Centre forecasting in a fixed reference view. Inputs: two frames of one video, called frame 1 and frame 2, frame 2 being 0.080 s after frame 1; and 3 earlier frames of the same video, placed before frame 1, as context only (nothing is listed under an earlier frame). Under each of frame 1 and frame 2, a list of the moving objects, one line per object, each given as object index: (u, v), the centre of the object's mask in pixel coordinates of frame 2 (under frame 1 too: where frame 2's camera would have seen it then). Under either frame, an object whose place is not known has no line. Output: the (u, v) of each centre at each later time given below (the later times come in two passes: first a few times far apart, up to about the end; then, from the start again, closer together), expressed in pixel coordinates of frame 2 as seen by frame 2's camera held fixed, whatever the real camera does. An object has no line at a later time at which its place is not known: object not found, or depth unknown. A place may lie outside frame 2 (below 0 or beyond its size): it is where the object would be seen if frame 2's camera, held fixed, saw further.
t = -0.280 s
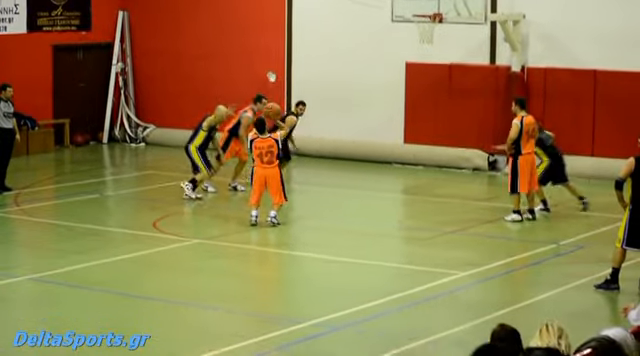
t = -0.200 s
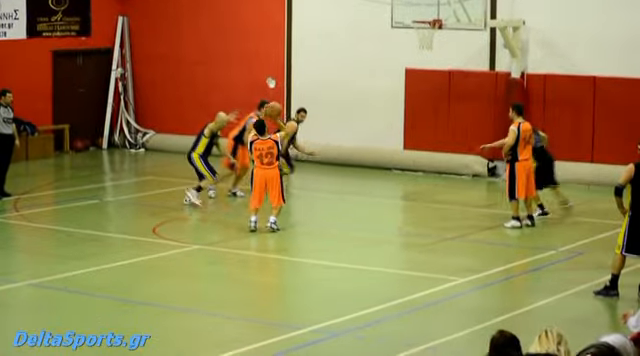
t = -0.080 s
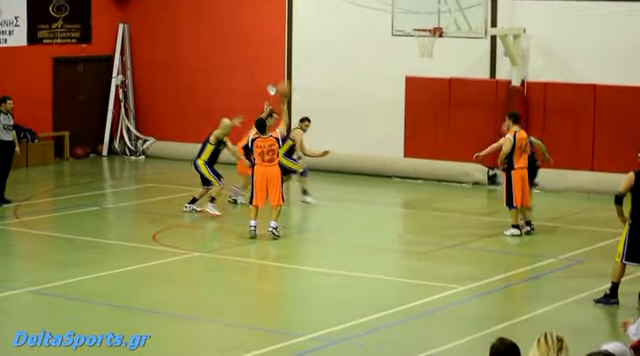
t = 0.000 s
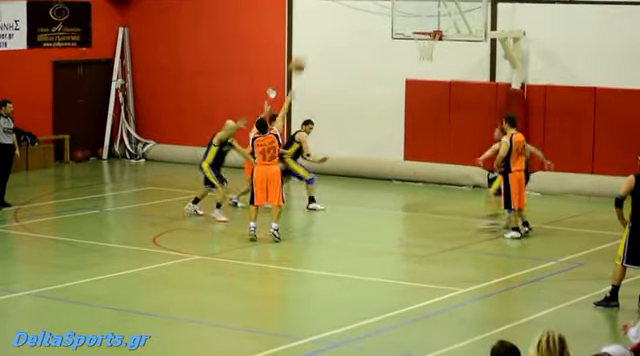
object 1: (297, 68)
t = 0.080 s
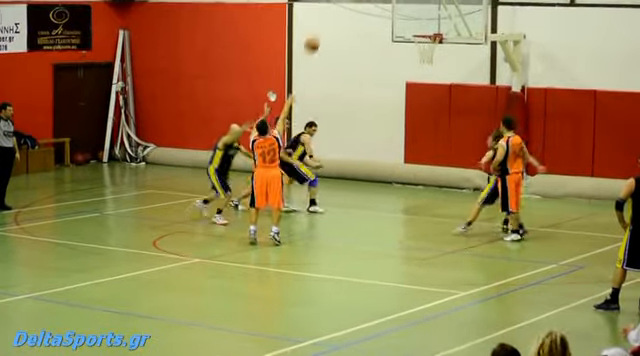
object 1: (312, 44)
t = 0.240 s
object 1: (339, 10)
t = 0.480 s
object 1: (375, -4)
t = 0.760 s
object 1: (415, 12)
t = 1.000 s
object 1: (437, 21)
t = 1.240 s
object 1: (453, 33)
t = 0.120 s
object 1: (319, 35)
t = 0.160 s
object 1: (326, 24)
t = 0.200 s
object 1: (332, 17)
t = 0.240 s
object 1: (339, 10)
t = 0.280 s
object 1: (345, 5)
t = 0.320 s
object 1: (351, 0)
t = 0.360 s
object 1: (357, -1)
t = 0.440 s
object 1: (370, -4)
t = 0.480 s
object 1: (375, -4)
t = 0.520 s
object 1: (381, -5)
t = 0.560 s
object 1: (387, -5)
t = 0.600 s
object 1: (392, -4)
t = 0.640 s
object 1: (399, -3)
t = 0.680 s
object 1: (405, 2)
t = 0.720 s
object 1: (410, 6)
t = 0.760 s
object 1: (415, 12)
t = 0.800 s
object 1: (421, 20)
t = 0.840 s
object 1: (426, 27)
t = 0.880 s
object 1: (429, 26)
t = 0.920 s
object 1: (432, 24)
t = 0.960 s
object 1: (435, 22)
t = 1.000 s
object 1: (437, 21)
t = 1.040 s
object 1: (439, 21)
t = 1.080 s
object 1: (442, 21)
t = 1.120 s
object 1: (444, 22)
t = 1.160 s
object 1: (447, 25)
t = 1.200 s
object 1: (450, 29)
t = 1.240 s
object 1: (453, 33)
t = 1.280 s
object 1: (456, 39)
